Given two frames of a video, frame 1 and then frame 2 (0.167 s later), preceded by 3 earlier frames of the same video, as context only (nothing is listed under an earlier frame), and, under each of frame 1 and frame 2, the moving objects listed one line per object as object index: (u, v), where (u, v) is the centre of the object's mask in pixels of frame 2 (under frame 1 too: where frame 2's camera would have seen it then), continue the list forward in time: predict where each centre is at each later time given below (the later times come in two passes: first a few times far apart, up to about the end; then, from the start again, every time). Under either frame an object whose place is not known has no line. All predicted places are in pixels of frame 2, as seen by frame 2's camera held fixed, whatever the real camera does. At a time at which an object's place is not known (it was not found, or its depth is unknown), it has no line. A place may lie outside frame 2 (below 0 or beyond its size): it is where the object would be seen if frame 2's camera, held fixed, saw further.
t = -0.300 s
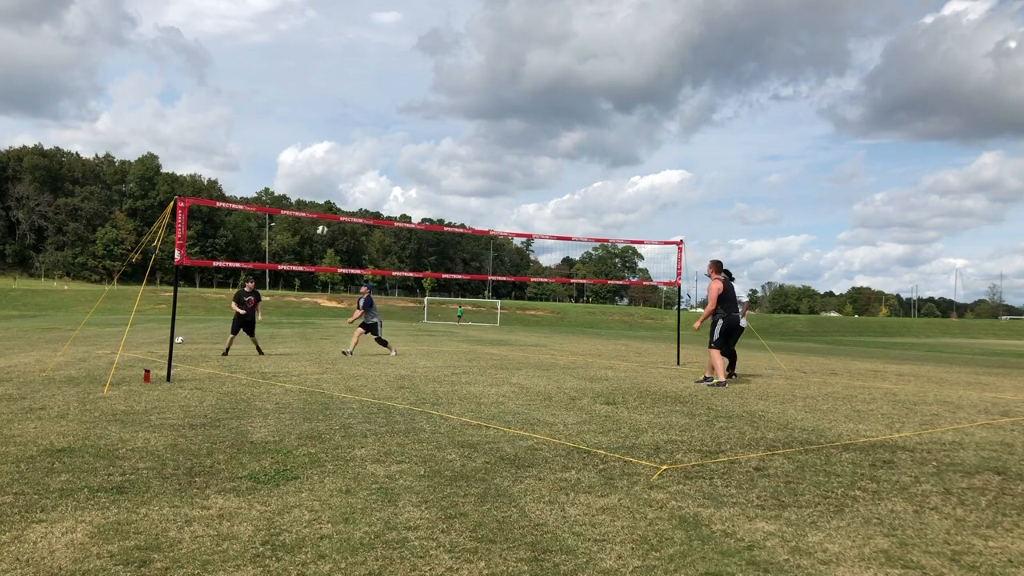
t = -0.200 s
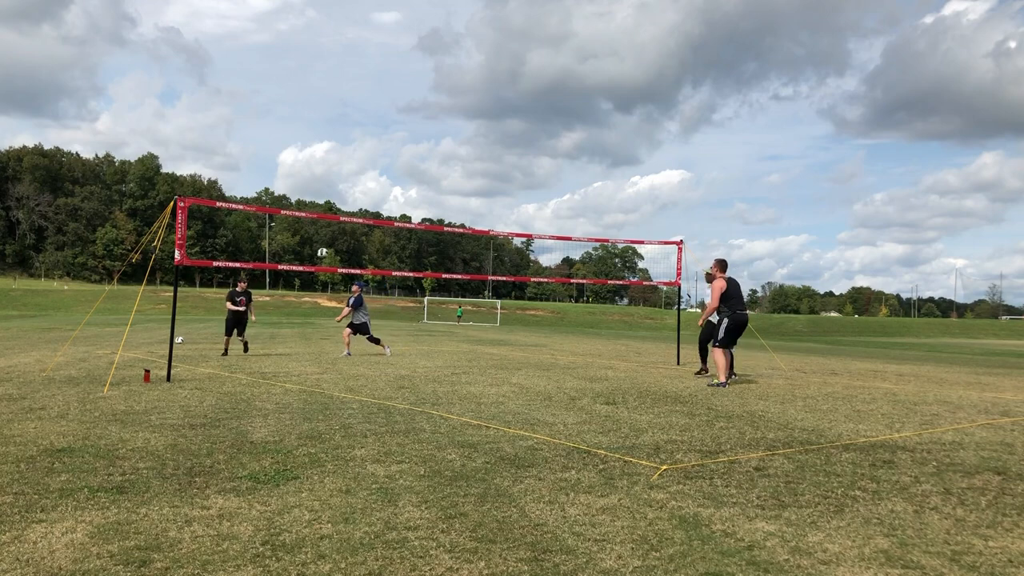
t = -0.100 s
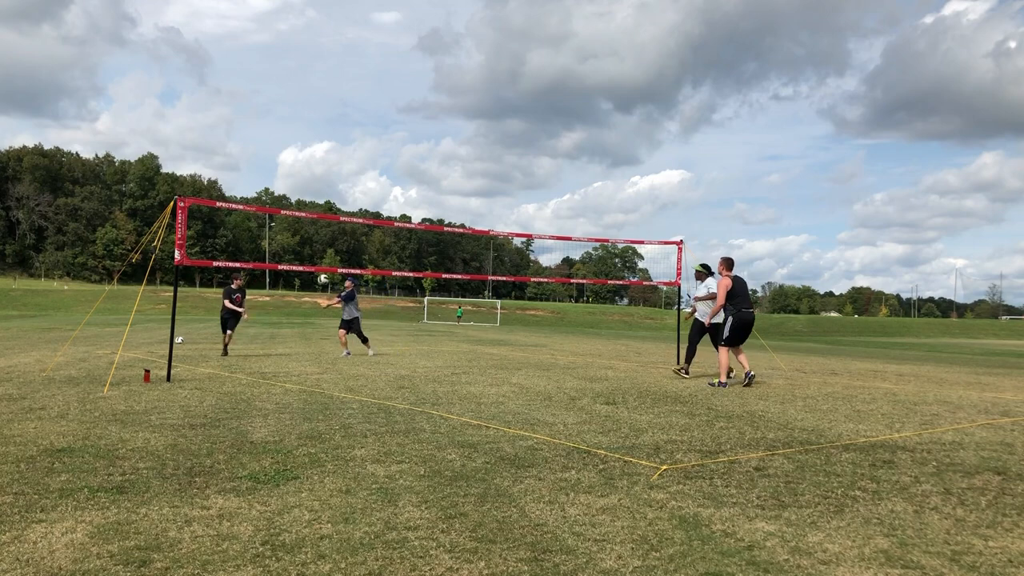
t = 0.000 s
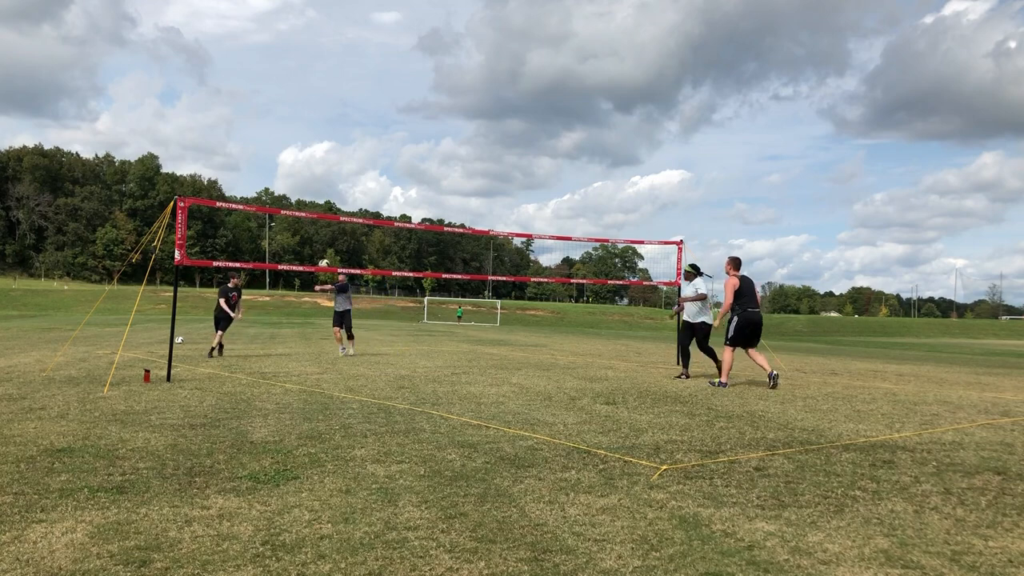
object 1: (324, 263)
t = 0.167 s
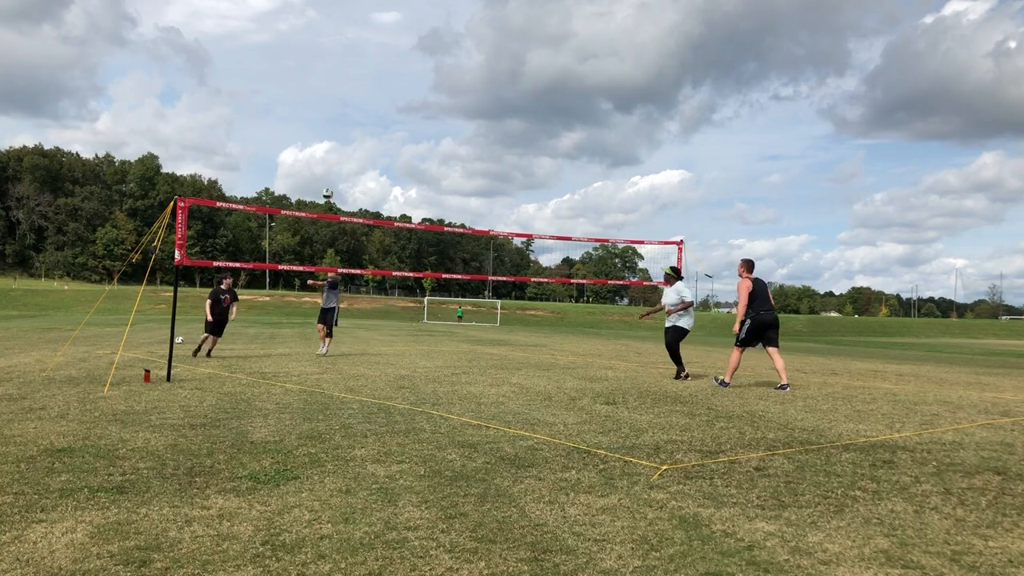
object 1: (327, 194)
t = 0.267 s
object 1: (328, 158)
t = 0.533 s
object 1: (331, 83)
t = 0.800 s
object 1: (332, 44)
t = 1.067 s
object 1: (333, 41)
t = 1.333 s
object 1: (333, 77)
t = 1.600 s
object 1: (333, 151)
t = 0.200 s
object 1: (328, 181)
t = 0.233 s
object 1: (328, 169)
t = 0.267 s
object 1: (328, 158)
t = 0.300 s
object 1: (329, 146)
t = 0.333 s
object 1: (329, 136)
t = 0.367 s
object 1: (330, 126)
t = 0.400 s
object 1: (330, 116)
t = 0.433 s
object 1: (331, 107)
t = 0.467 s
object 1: (331, 99)
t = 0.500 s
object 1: (331, 91)
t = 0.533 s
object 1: (331, 83)
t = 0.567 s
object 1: (331, 77)
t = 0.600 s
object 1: (332, 70)
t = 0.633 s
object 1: (332, 65)
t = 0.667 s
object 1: (332, 60)
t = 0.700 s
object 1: (332, 55)
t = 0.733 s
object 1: (332, 51)
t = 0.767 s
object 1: (332, 48)
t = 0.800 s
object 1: (332, 44)
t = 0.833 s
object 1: (333, 42)
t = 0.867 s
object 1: (333, 40)
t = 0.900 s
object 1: (333, 39)
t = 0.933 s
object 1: (333, 38)
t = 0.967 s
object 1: (333, 38)
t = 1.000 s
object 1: (333, 39)
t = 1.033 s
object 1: (333, 40)
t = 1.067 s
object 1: (333, 41)
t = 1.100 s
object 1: (333, 44)
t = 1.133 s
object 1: (333, 47)
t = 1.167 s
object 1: (333, 51)
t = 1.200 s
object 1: (333, 55)
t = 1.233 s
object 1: (333, 59)
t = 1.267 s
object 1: (333, 65)
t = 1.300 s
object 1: (333, 70)
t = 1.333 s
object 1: (333, 77)
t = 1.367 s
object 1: (333, 84)
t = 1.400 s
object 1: (333, 92)
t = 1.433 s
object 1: (333, 101)
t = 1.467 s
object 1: (333, 110)
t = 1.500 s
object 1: (333, 119)
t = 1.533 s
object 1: (333, 129)
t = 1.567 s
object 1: (333, 140)
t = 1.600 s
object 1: (333, 151)
